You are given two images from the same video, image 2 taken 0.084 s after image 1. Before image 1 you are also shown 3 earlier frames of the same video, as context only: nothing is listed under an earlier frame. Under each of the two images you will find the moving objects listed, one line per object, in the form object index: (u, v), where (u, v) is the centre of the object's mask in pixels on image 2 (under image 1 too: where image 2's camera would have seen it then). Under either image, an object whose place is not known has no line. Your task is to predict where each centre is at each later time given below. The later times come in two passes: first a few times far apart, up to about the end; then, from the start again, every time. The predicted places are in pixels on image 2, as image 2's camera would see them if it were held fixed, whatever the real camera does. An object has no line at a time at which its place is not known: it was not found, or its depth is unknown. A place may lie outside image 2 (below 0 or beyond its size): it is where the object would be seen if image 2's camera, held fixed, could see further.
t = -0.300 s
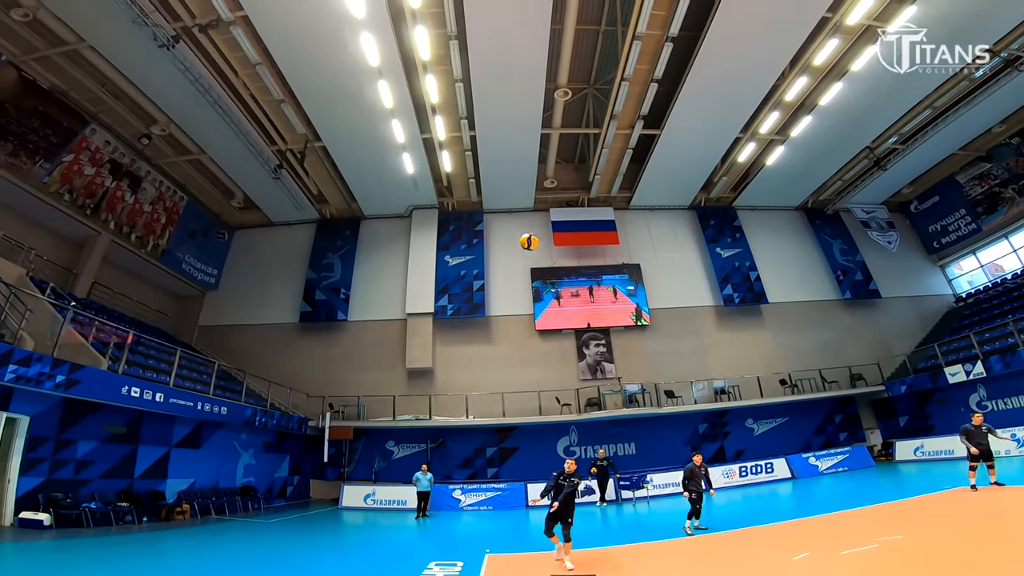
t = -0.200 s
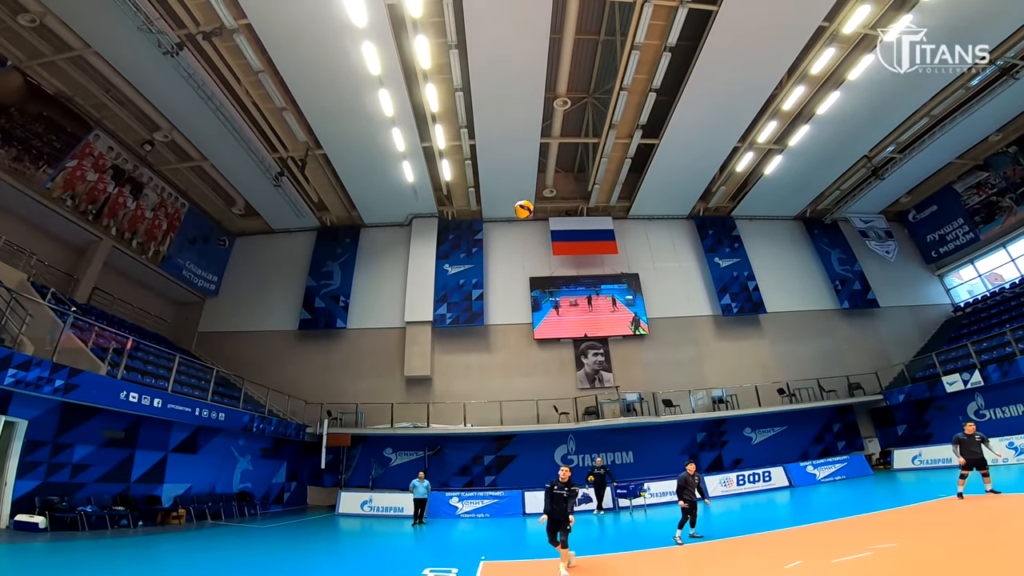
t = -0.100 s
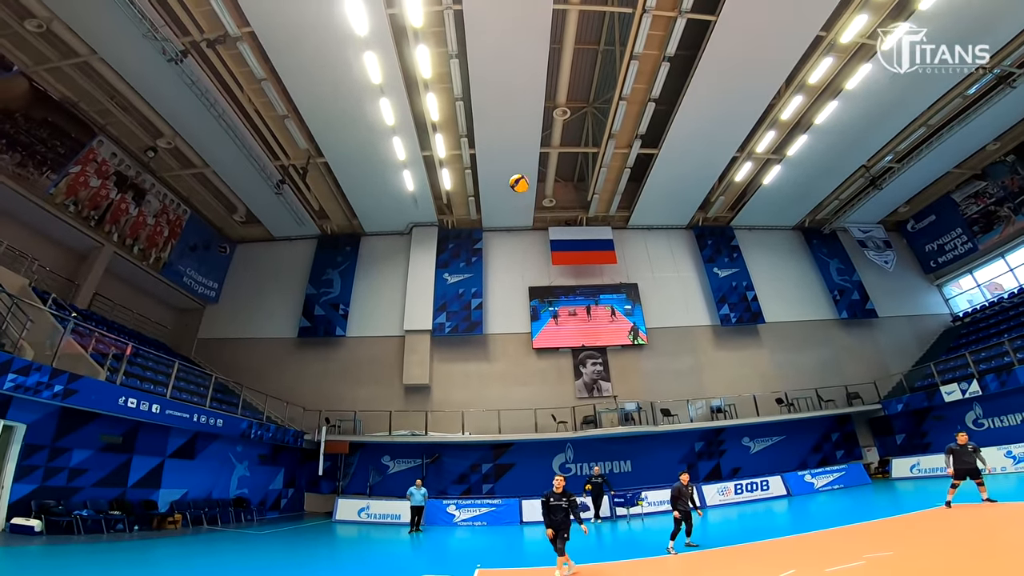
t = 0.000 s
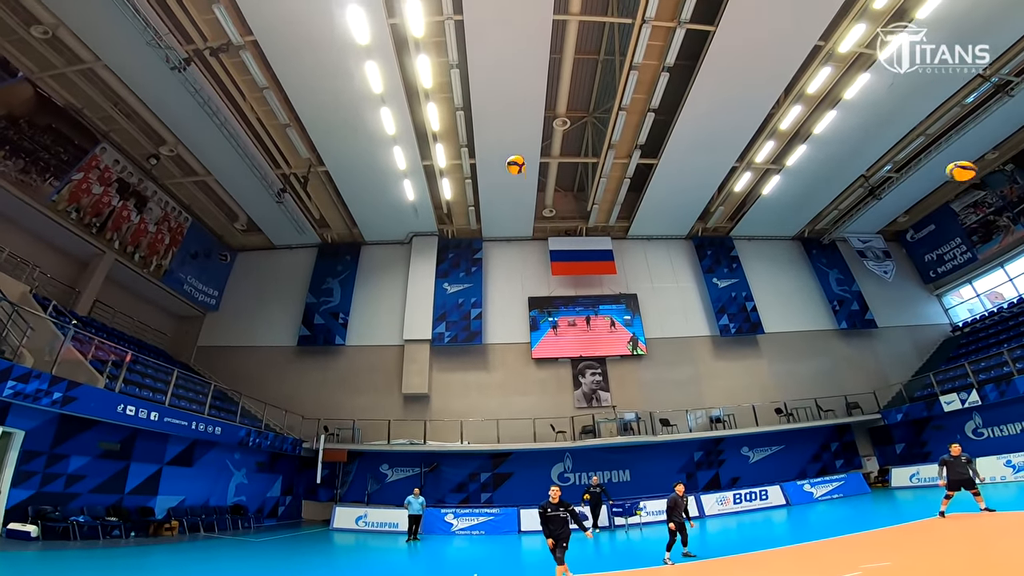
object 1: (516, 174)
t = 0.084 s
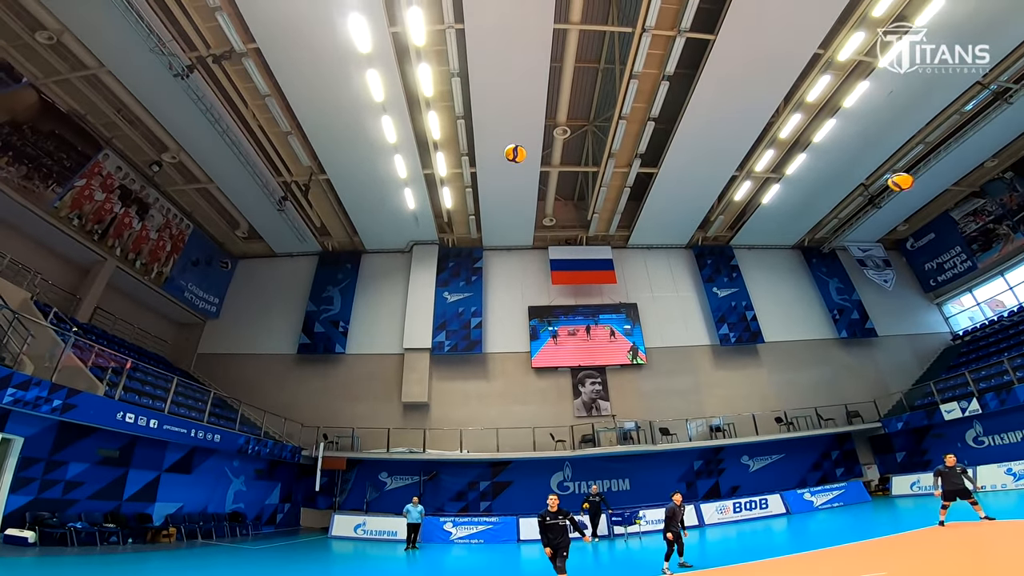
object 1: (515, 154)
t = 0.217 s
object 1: (513, 123)
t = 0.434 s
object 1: (508, 84)
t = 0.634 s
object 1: (503, 60)
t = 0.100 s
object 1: (515, 150)
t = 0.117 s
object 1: (514, 146)
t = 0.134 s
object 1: (514, 142)
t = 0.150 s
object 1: (514, 139)
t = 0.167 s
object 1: (514, 135)
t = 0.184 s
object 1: (513, 131)
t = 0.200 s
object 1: (513, 127)
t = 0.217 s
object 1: (513, 123)
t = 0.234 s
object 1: (513, 120)
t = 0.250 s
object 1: (513, 116)
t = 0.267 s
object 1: (512, 113)
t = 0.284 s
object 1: (512, 109)
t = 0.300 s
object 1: (512, 106)
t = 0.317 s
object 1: (511, 103)
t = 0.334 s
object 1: (511, 100)
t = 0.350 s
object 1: (511, 98)
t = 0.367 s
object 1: (510, 95)
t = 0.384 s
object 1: (510, 92)
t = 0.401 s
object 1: (509, 89)
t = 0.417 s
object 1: (509, 87)
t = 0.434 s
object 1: (508, 84)
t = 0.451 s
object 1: (508, 82)
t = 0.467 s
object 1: (507, 79)
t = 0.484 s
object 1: (506, 77)
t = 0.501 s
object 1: (506, 75)
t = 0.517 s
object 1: (505, 72)
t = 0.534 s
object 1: (505, 70)
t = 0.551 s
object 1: (504, 68)
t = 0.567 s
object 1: (504, 66)
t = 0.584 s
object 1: (504, 64)
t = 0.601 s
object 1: (504, 63)
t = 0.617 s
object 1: (503, 61)
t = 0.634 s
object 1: (503, 60)
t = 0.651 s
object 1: (503, 59)
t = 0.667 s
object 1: (502, 59)
